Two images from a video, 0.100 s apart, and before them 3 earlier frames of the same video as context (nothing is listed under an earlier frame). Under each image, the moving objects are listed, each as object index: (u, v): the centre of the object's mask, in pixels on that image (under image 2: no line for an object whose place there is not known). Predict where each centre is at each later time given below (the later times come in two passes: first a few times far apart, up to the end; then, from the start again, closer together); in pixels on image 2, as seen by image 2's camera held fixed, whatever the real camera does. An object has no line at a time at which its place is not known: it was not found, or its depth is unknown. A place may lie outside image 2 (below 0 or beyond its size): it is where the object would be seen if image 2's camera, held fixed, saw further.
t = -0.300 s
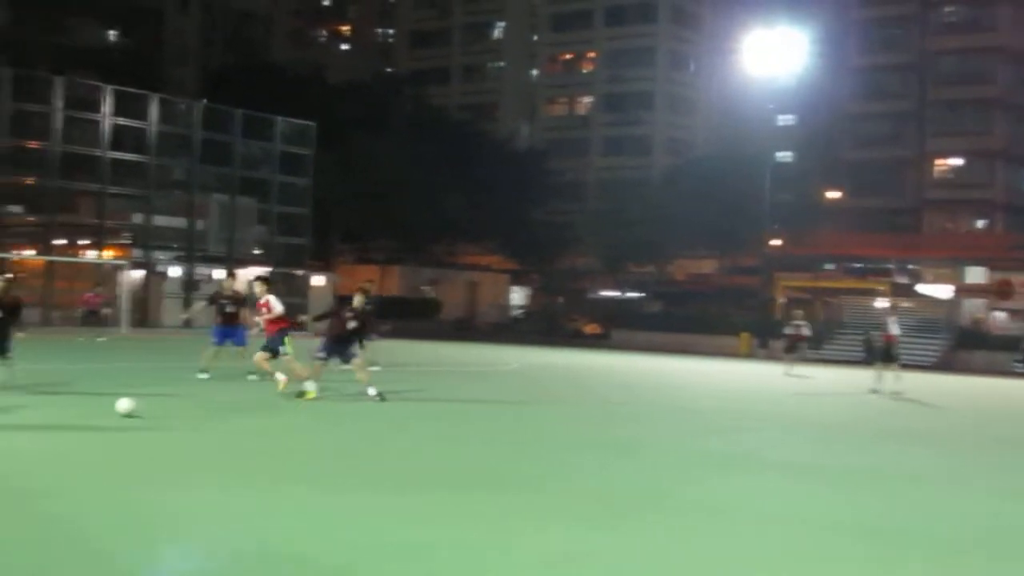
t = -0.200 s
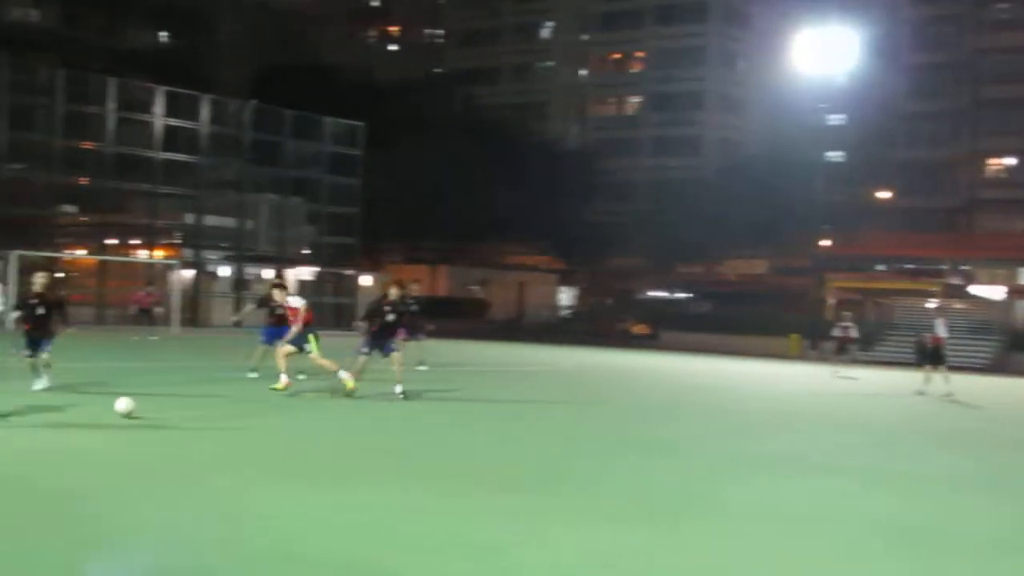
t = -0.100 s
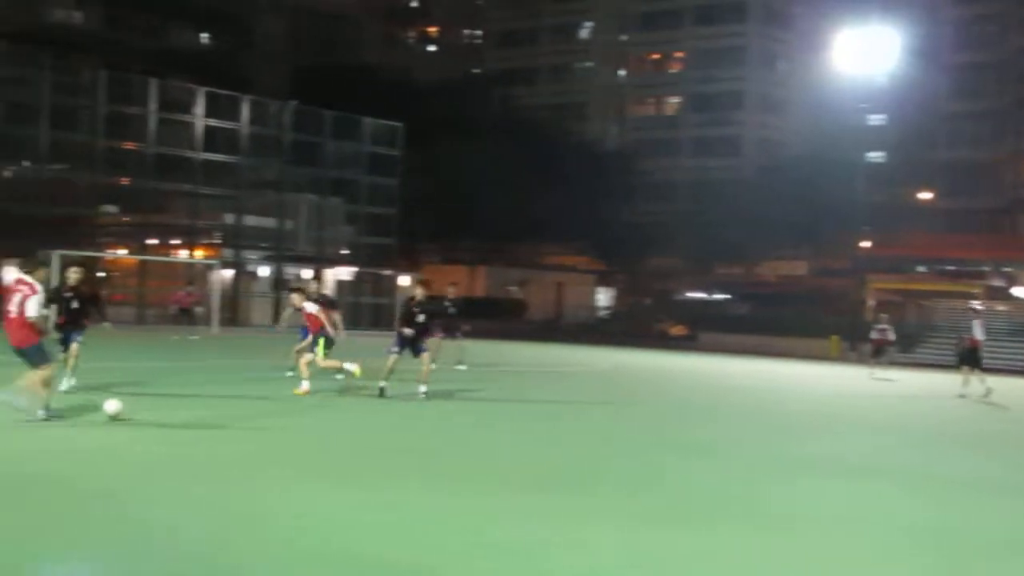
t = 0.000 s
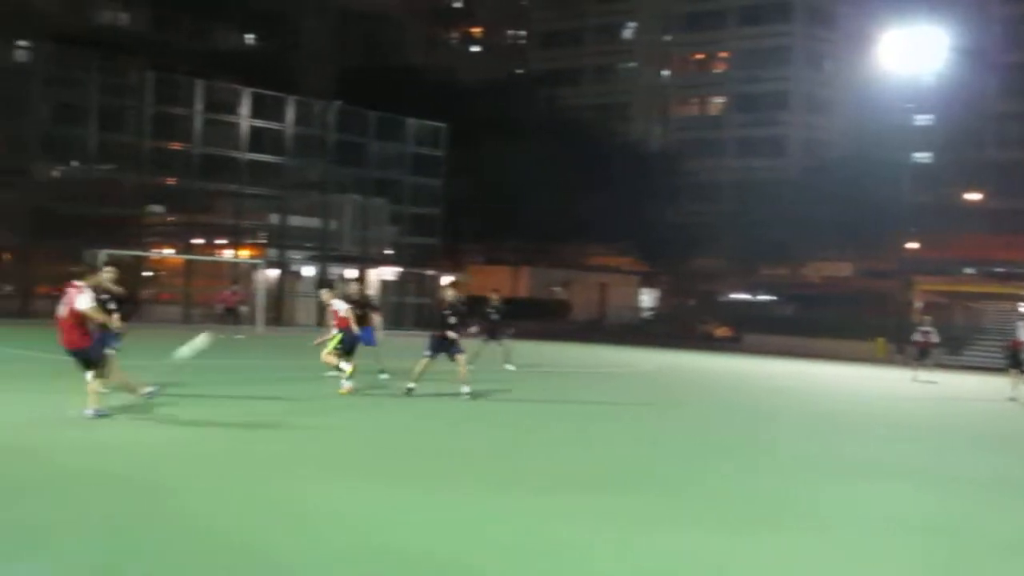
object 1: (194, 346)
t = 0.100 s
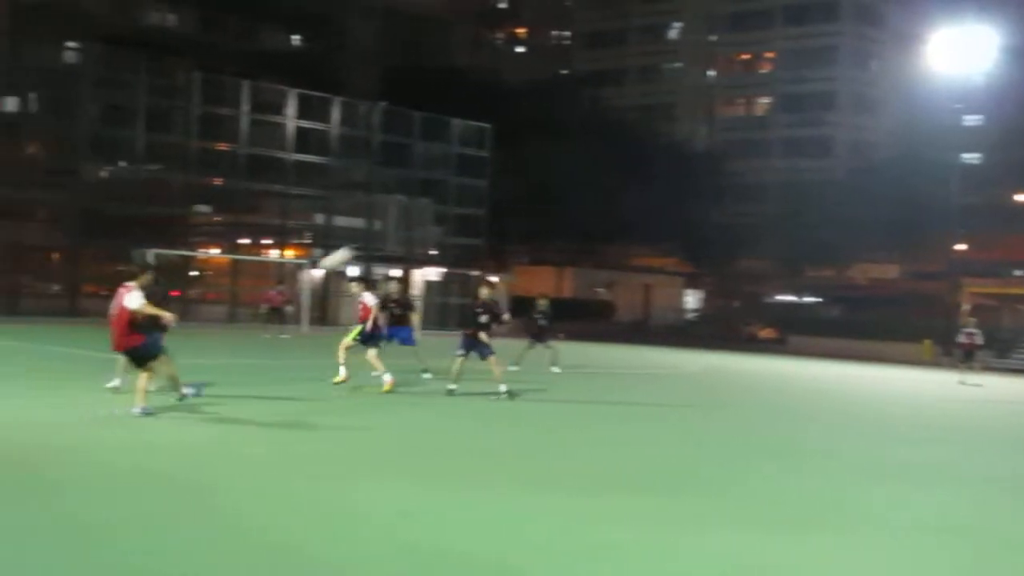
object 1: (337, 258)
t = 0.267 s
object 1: (449, 164)
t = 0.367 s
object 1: (499, 127)
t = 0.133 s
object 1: (362, 236)
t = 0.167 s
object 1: (387, 215)
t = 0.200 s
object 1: (409, 196)
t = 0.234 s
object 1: (430, 179)
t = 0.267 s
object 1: (449, 164)
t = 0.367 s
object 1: (499, 127)
